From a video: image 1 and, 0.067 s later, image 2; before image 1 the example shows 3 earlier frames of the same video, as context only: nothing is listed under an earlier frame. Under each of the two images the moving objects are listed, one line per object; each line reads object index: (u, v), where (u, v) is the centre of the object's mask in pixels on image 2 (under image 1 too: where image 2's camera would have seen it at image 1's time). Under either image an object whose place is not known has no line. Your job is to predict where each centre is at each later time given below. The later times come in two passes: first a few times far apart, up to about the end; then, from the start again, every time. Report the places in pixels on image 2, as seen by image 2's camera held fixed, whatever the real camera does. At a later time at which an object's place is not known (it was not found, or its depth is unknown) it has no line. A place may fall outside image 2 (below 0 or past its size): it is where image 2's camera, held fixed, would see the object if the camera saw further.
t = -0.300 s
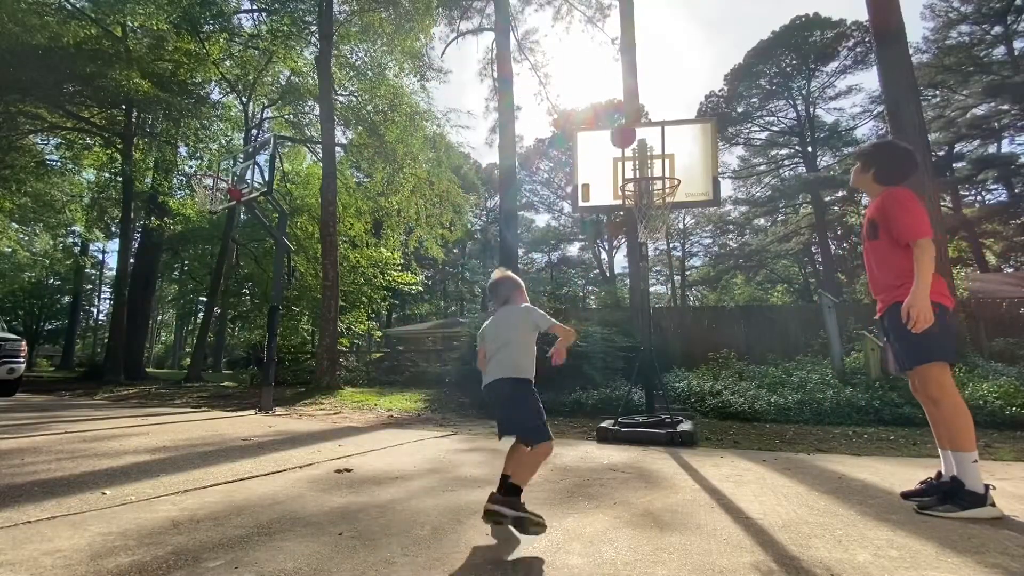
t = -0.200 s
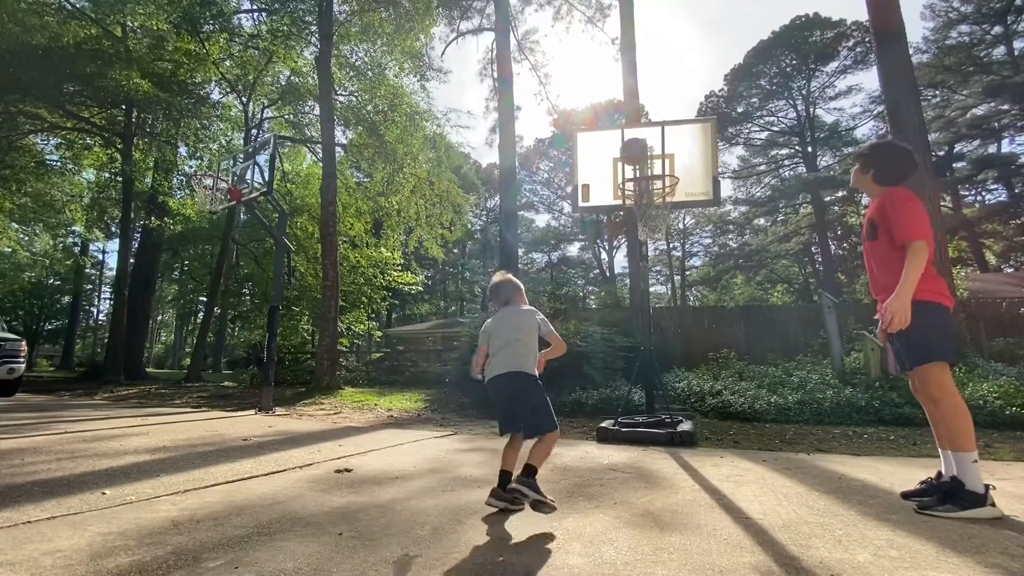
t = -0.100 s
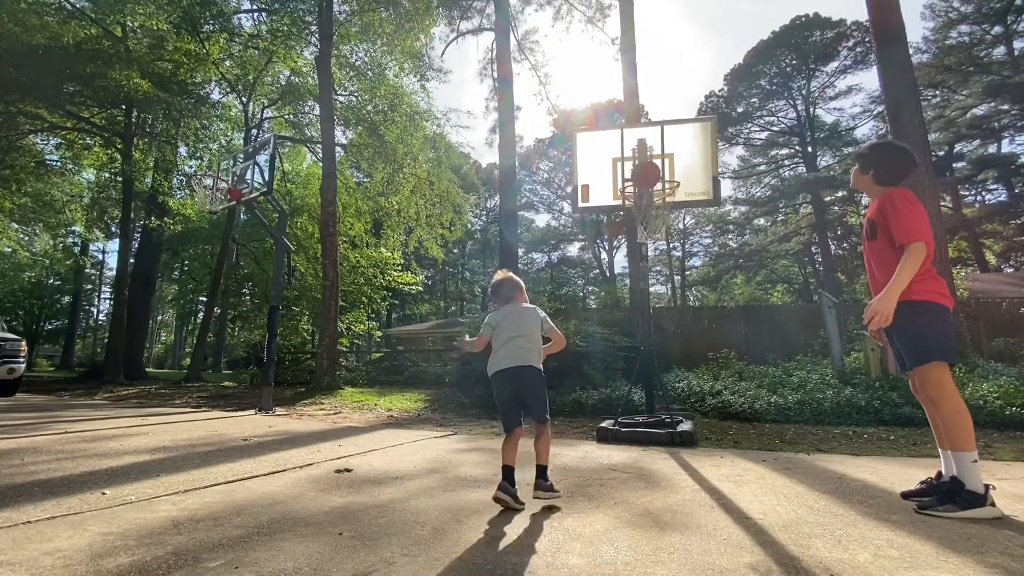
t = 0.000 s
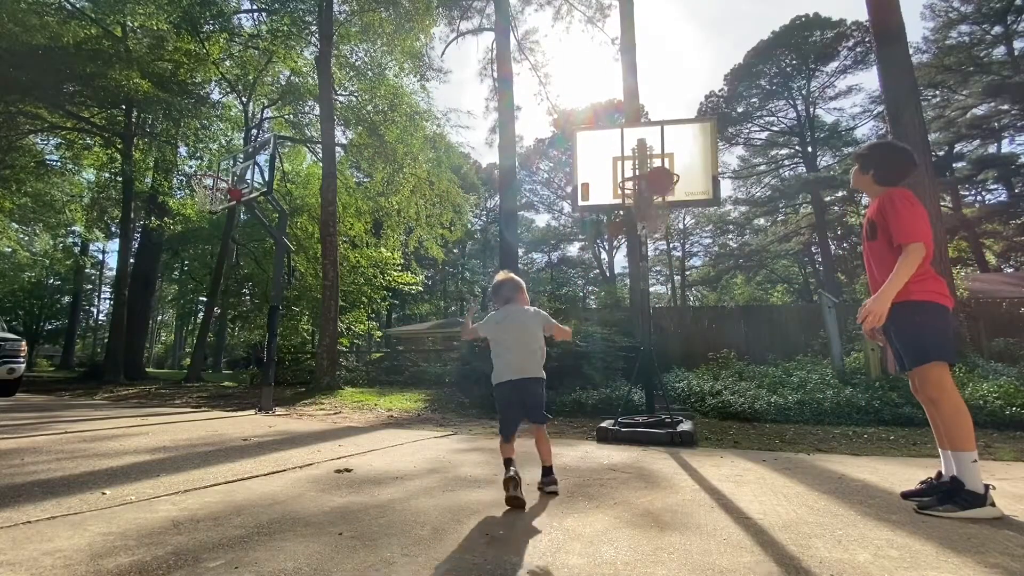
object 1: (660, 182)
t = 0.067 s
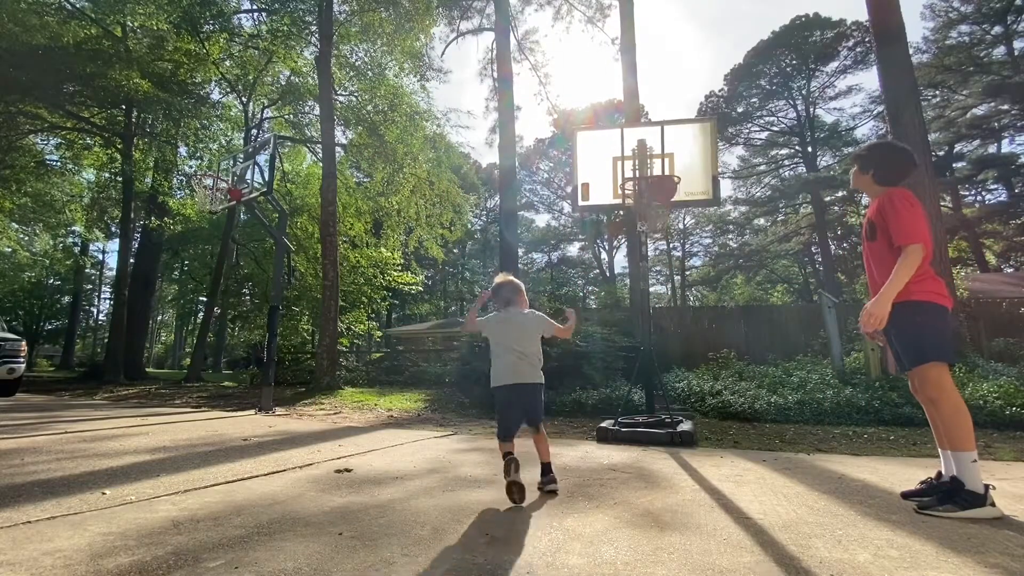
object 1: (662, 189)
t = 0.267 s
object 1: (652, 232)
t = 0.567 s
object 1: (638, 370)
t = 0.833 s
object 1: (624, 339)
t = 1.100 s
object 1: (612, 264)
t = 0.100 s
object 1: (661, 194)
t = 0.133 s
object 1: (661, 200)
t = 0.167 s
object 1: (654, 212)
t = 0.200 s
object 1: (653, 217)
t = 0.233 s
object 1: (651, 223)
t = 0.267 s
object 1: (652, 232)
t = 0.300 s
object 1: (648, 243)
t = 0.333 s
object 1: (645, 254)
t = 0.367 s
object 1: (644, 267)
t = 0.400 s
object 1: (643, 281)
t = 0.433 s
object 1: (642, 296)
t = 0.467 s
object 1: (641, 313)
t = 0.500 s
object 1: (641, 330)
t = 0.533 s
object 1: (639, 350)
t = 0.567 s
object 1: (638, 370)
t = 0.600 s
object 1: (637, 393)
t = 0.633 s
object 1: (636, 417)
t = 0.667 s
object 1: (636, 430)
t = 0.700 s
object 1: (632, 409)
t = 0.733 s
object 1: (630, 390)
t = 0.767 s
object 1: (629, 371)
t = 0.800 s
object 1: (626, 354)
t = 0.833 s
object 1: (624, 339)
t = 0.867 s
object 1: (623, 326)
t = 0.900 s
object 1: (621, 313)
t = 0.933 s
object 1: (619, 302)
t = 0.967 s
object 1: (618, 292)
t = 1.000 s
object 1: (617, 282)
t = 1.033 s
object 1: (615, 275)
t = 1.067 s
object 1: (613, 269)
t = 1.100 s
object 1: (612, 264)
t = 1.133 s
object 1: (611, 260)
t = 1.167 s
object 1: (609, 258)
